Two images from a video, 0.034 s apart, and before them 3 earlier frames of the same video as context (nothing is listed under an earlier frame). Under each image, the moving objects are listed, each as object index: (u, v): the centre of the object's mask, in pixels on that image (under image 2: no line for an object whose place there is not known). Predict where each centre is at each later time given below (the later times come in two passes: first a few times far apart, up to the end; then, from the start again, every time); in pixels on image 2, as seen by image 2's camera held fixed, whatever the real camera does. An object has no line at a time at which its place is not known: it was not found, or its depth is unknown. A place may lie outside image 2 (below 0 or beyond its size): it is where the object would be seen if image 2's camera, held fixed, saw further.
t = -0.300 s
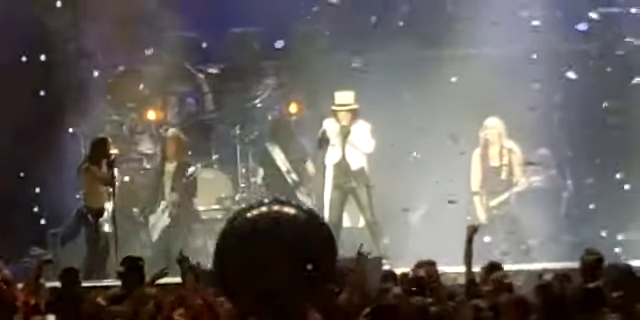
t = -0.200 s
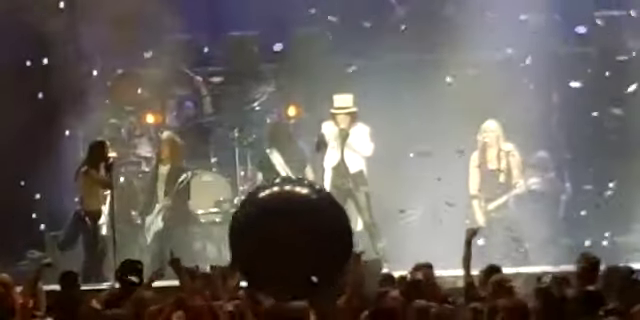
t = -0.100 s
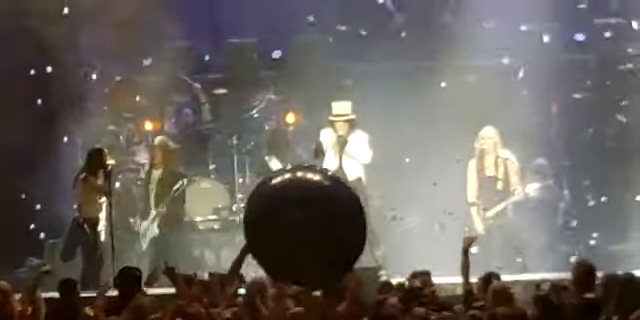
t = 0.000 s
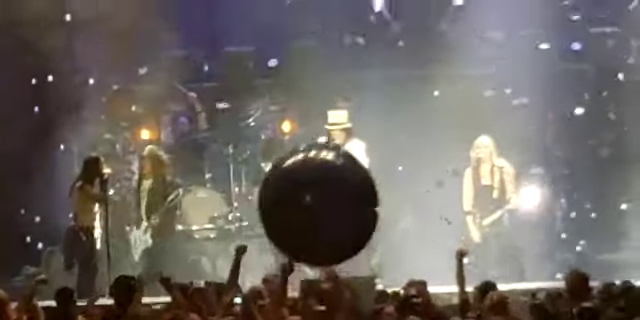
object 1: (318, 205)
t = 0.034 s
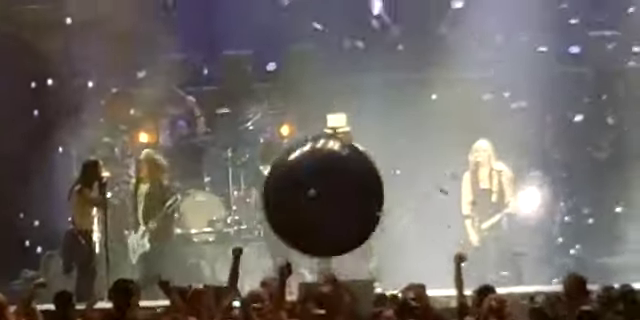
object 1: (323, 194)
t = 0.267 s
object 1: (363, 135)
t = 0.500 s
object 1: (397, 82)
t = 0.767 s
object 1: (433, 49)
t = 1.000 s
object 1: (463, 46)
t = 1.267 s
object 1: (497, 46)
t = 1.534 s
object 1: (527, 70)
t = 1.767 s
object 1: (554, 112)
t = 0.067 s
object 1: (329, 185)
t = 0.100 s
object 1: (335, 176)
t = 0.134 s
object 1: (340, 167)
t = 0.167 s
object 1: (346, 159)
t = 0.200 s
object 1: (352, 149)
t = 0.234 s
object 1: (357, 142)
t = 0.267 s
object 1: (363, 135)
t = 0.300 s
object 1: (369, 129)
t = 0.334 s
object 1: (374, 121)
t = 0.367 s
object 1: (379, 112)
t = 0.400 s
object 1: (383, 104)
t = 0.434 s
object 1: (387, 96)
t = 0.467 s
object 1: (393, 89)
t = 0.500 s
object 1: (397, 82)
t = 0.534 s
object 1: (402, 76)
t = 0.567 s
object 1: (406, 69)
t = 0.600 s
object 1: (411, 64)
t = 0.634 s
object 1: (415, 58)
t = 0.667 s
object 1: (419, 54)
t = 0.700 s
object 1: (424, 51)
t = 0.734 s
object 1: (428, 50)
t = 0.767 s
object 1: (433, 49)
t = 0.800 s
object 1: (437, 48)
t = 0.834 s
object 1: (442, 47)
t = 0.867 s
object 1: (446, 45)
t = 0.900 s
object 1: (450, 45)
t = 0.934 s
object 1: (455, 45)
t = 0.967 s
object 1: (459, 45)
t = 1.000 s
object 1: (463, 46)
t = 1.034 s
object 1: (467, 45)
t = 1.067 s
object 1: (472, 44)
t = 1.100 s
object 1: (476, 43)
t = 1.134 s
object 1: (480, 43)
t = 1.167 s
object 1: (484, 43)
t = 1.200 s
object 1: (489, 43)
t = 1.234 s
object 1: (492, 44)
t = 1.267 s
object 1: (497, 46)
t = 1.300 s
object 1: (501, 47)
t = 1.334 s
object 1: (504, 49)
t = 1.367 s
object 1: (508, 50)
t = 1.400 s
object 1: (511, 52)
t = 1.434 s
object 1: (515, 55)
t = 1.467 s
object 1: (519, 59)
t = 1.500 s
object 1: (523, 64)
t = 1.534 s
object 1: (527, 70)
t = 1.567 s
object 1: (531, 76)
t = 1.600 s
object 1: (535, 81)
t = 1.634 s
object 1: (539, 87)
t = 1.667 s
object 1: (543, 93)
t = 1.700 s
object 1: (547, 99)
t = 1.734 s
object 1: (550, 105)
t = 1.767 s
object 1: (554, 112)
